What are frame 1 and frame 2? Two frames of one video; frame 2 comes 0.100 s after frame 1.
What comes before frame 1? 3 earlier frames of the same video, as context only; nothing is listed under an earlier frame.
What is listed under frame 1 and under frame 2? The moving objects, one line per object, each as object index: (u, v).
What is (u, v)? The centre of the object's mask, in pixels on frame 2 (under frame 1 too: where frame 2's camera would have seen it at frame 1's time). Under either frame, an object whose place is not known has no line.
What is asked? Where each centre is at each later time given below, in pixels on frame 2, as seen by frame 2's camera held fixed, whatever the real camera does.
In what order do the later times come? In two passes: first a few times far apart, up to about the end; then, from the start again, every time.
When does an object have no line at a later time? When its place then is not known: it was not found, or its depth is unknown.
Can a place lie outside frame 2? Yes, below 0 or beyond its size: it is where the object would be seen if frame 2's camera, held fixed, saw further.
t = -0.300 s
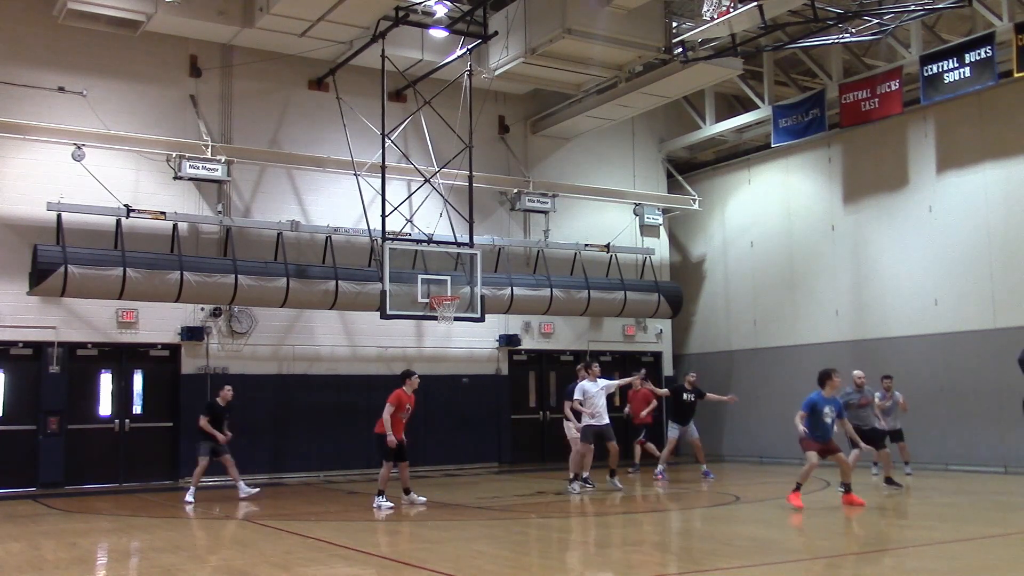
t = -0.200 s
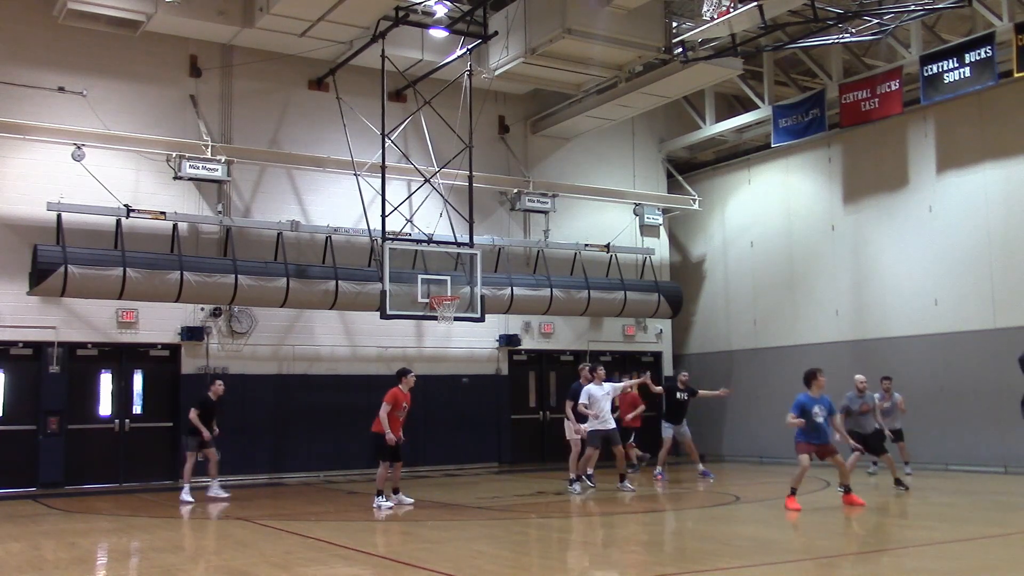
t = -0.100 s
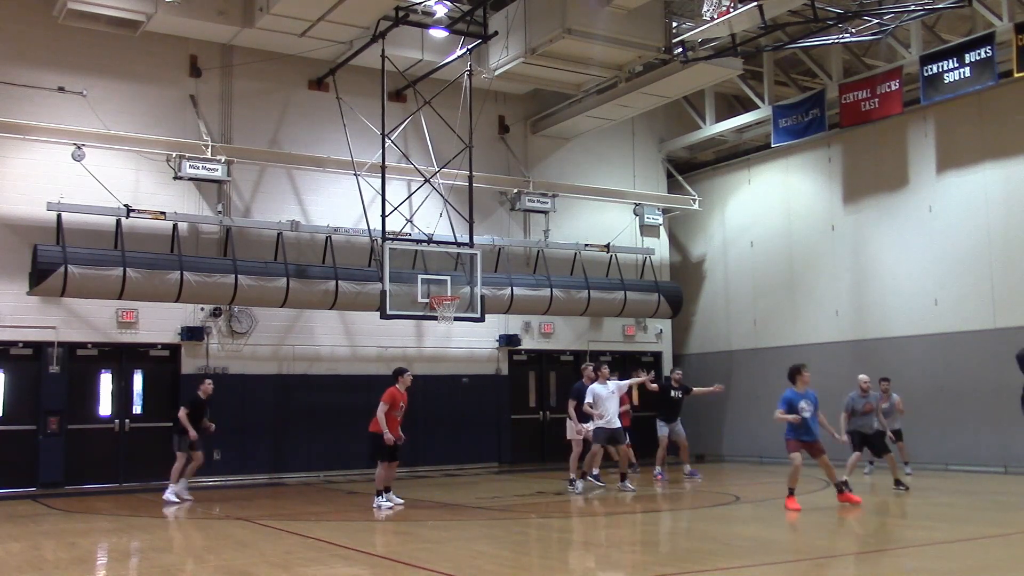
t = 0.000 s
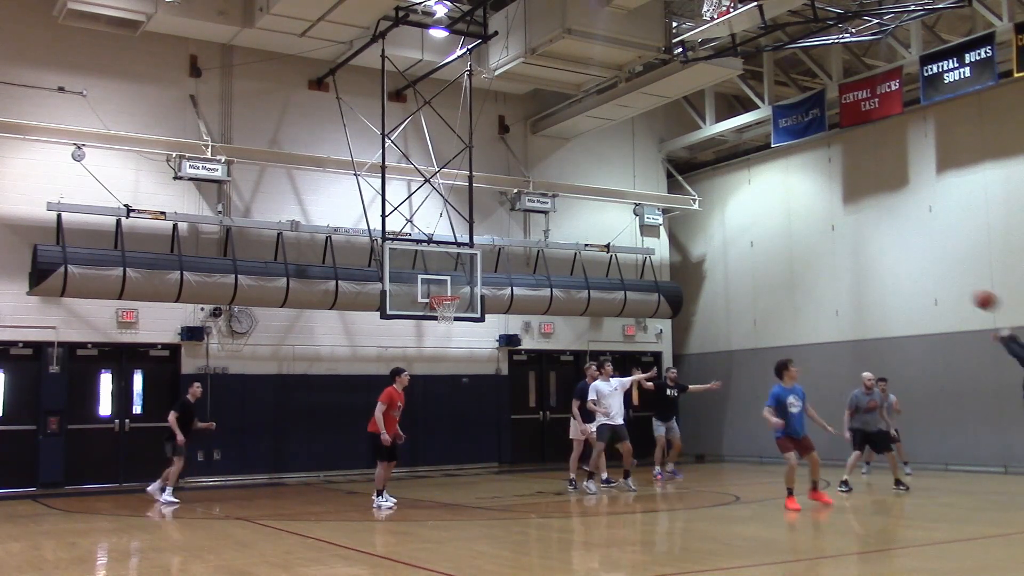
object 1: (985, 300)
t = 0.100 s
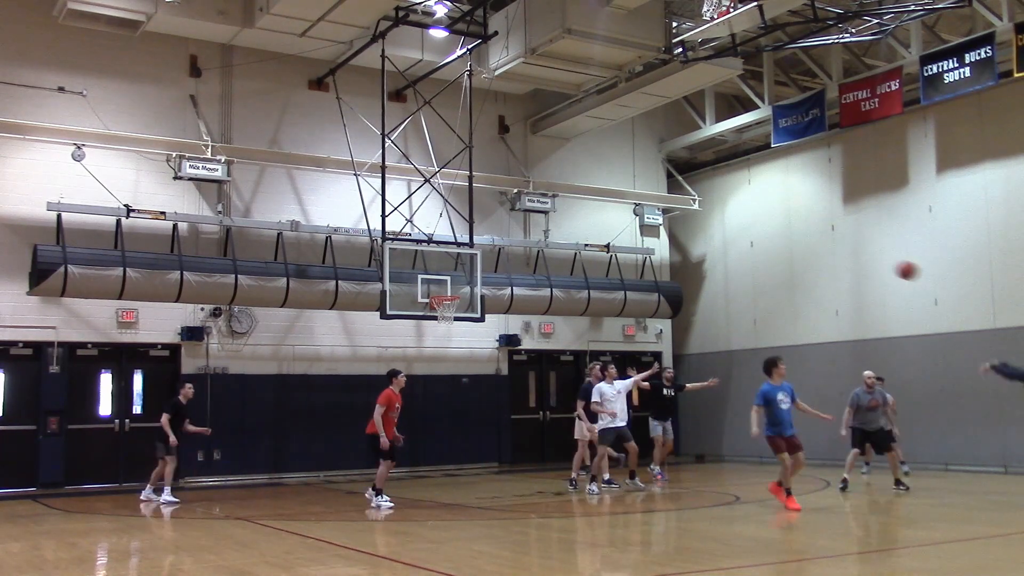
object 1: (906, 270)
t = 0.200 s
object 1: (836, 251)
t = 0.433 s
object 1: (697, 239)
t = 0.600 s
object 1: (613, 254)
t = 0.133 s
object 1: (882, 263)
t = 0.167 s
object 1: (858, 256)
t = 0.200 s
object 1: (836, 251)
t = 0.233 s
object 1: (814, 246)
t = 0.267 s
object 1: (793, 243)
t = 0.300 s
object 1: (773, 240)
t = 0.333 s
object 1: (752, 239)
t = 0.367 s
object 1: (733, 238)
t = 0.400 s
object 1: (715, 238)
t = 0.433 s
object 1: (697, 239)
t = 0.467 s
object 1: (679, 240)
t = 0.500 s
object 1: (662, 243)
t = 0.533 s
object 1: (645, 246)
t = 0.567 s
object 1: (629, 249)
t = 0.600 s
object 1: (613, 254)
